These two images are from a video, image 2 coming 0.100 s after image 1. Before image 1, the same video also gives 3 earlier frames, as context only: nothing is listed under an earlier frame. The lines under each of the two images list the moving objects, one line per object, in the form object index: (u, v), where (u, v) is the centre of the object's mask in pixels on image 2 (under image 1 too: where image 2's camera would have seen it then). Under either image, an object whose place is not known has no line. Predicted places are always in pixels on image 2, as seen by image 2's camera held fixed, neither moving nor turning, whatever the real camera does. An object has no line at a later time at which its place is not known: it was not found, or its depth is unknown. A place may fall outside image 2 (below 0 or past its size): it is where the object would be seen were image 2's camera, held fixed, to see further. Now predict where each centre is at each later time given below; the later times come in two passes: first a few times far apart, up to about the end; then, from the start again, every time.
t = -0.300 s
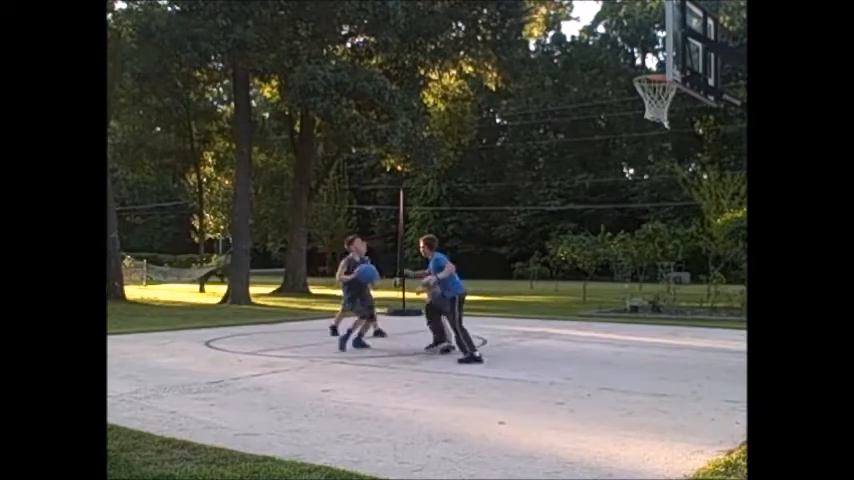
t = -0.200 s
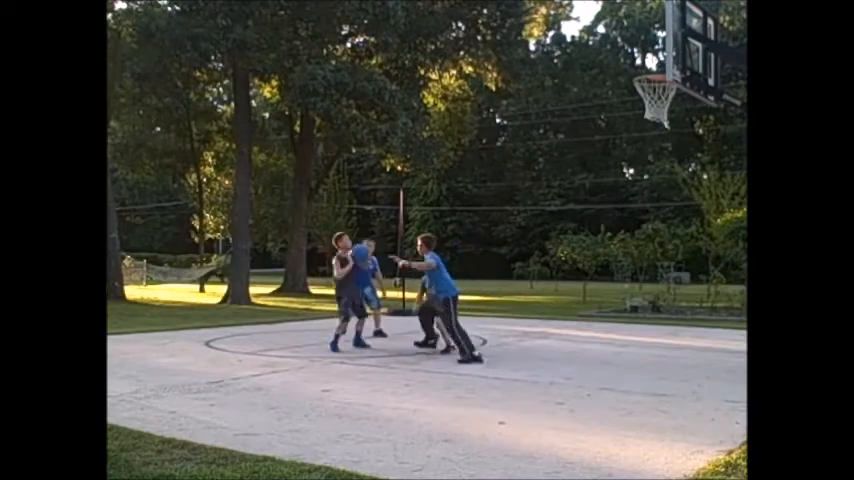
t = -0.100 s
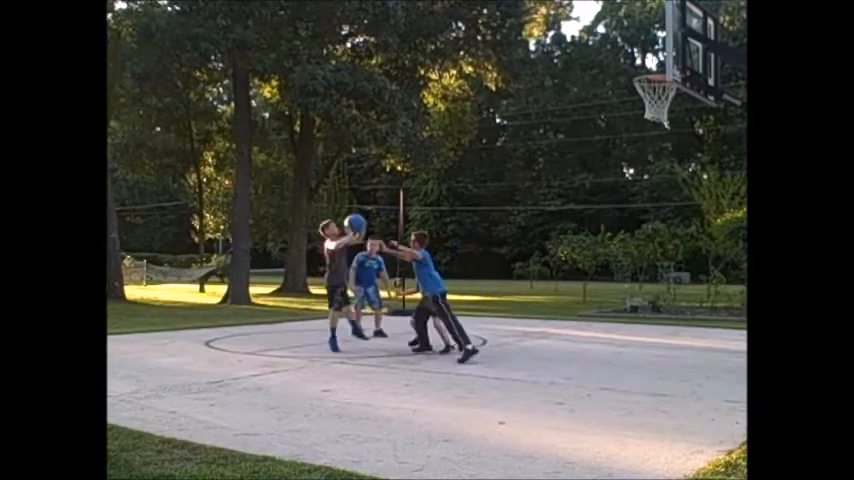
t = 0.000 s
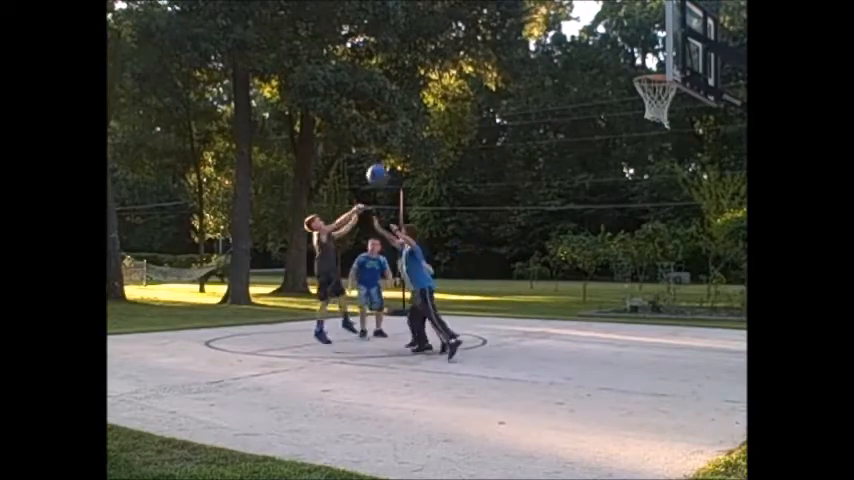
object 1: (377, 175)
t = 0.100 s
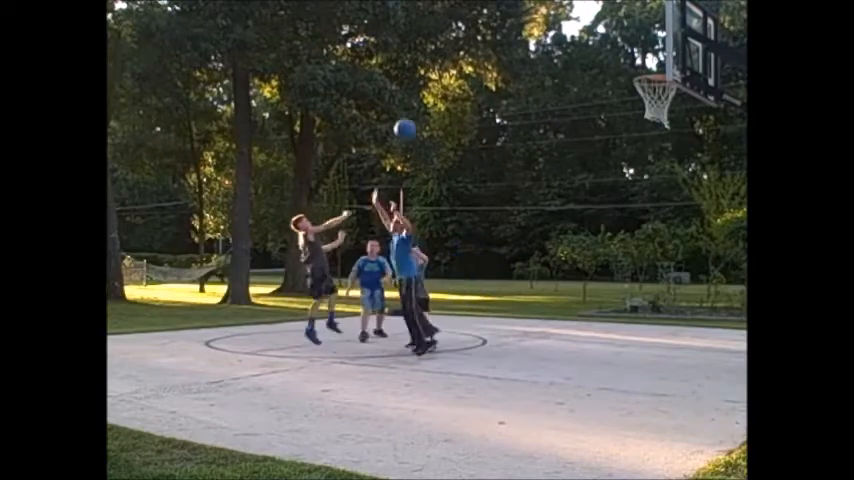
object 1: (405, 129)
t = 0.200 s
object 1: (433, 91)
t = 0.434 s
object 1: (500, 33)
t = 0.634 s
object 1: (558, 20)
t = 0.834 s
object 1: (621, 44)
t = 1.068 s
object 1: (658, 40)
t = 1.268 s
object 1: (637, 35)
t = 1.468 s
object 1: (606, 71)
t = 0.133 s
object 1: (414, 116)
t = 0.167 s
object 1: (423, 103)
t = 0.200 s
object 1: (433, 91)
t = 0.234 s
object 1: (441, 80)
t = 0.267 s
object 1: (452, 71)
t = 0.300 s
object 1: (461, 60)
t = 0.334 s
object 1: (471, 53)
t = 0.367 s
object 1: (481, 45)
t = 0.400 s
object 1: (490, 38)
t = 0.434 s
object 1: (500, 33)
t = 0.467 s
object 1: (509, 29)
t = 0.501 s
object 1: (519, 24)
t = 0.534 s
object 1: (529, 22)
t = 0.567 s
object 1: (540, 21)
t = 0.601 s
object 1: (551, 19)
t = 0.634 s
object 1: (558, 20)
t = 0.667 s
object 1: (569, 21)
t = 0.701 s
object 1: (581, 24)
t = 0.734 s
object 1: (591, 26)
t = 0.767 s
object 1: (600, 29)
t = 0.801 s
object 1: (611, 36)
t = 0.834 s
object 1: (621, 44)
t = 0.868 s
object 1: (631, 51)
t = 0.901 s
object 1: (642, 60)
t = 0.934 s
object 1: (648, 63)
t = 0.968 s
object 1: (653, 56)
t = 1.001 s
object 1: (655, 50)
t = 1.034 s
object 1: (657, 43)
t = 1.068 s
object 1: (658, 40)
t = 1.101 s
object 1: (659, 37)
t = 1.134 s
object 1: (657, 34)
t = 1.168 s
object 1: (652, 34)
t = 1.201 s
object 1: (648, 34)
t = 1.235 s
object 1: (644, 35)
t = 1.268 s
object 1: (637, 35)
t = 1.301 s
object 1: (633, 39)
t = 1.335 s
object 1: (627, 43)
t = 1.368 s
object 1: (621, 50)
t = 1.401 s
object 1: (616, 54)
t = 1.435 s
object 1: (611, 63)
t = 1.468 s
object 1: (606, 71)
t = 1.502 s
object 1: (600, 82)
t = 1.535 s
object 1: (595, 93)
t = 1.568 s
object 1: (589, 105)
